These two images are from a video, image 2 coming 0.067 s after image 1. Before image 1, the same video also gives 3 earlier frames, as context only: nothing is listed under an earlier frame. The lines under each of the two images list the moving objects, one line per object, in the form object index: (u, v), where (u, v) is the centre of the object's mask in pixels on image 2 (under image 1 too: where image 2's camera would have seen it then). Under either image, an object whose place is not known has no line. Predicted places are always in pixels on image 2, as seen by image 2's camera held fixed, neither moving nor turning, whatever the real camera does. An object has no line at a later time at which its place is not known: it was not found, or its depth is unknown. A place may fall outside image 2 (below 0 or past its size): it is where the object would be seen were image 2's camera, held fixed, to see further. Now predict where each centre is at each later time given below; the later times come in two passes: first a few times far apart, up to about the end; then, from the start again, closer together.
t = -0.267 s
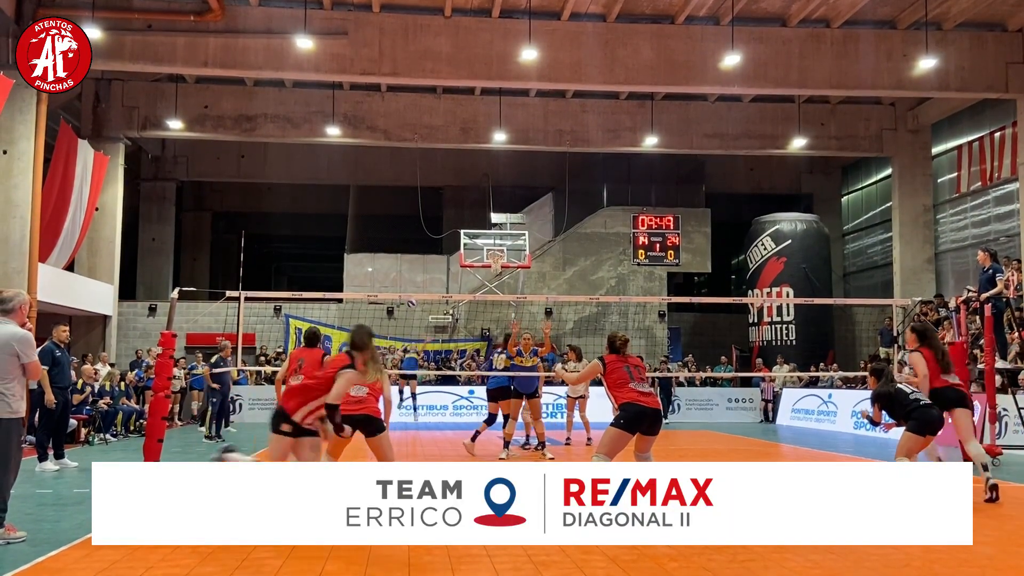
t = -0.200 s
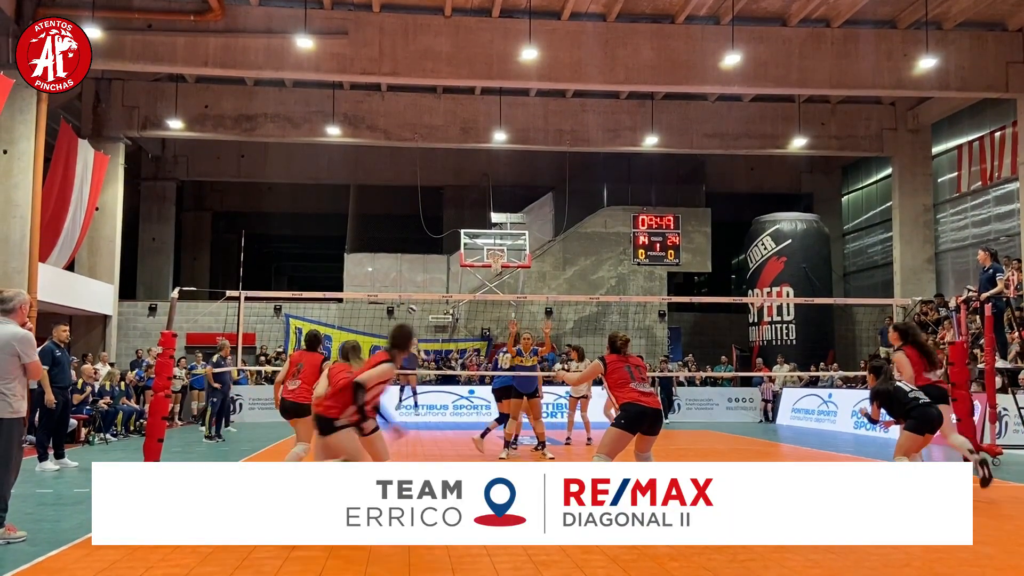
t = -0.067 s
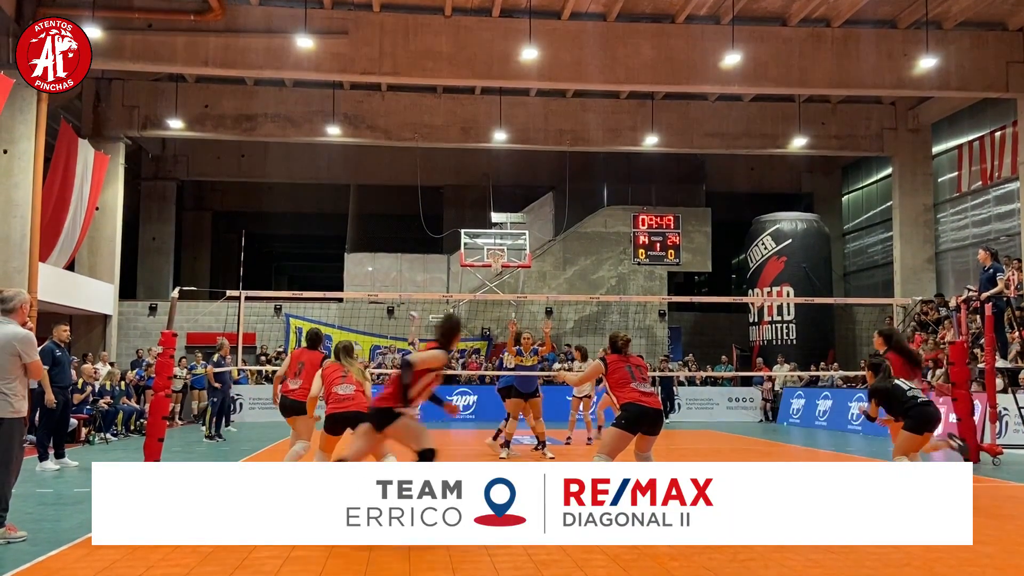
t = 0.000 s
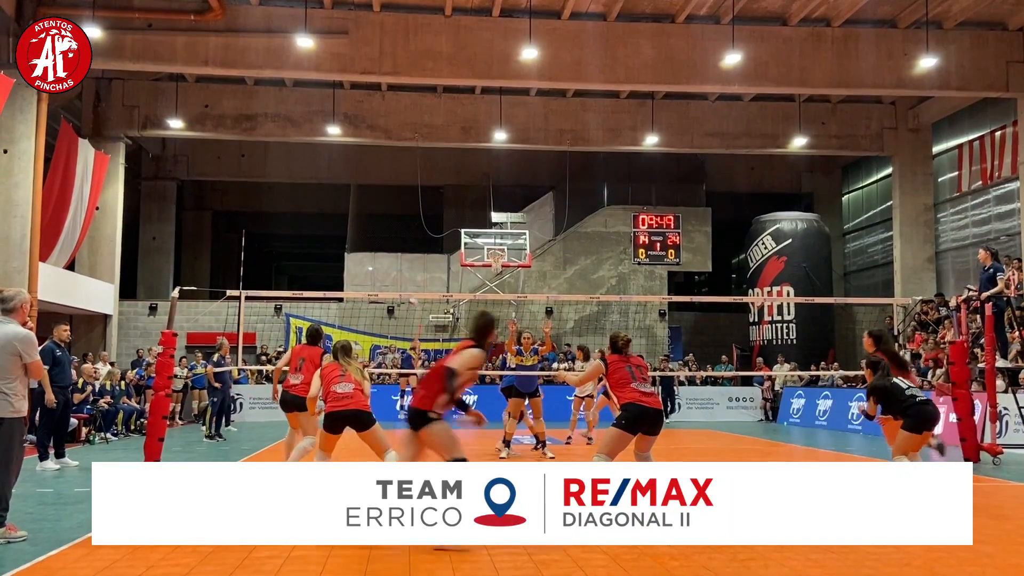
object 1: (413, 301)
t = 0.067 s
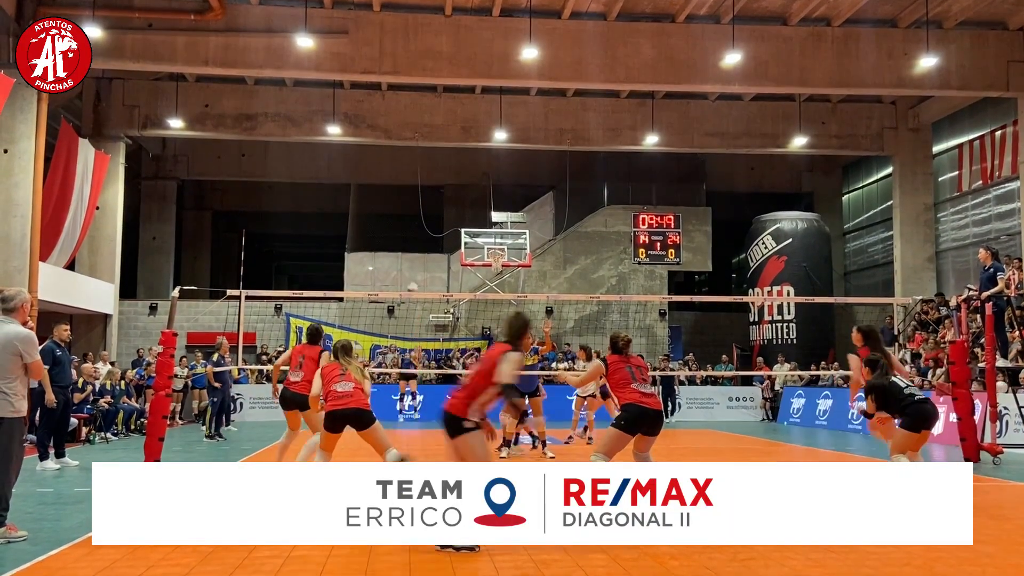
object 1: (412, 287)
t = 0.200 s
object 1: (412, 265)
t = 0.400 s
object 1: (415, 238)
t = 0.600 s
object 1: (423, 225)
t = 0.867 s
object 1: (439, 254)
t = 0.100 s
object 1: (412, 281)
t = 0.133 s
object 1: (412, 276)
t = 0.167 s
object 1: (412, 270)
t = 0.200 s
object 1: (412, 265)
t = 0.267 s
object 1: (413, 254)
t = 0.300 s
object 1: (413, 250)
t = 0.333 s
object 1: (414, 246)
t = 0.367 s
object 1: (414, 241)
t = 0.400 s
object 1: (415, 238)
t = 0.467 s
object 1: (417, 231)
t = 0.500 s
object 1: (419, 229)
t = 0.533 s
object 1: (420, 227)
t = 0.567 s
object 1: (422, 225)
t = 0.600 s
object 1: (423, 225)
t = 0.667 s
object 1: (427, 226)
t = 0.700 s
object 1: (428, 228)
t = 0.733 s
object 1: (430, 231)
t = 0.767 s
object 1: (432, 235)
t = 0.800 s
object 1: (434, 240)
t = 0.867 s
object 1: (439, 254)
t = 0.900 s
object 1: (442, 264)
